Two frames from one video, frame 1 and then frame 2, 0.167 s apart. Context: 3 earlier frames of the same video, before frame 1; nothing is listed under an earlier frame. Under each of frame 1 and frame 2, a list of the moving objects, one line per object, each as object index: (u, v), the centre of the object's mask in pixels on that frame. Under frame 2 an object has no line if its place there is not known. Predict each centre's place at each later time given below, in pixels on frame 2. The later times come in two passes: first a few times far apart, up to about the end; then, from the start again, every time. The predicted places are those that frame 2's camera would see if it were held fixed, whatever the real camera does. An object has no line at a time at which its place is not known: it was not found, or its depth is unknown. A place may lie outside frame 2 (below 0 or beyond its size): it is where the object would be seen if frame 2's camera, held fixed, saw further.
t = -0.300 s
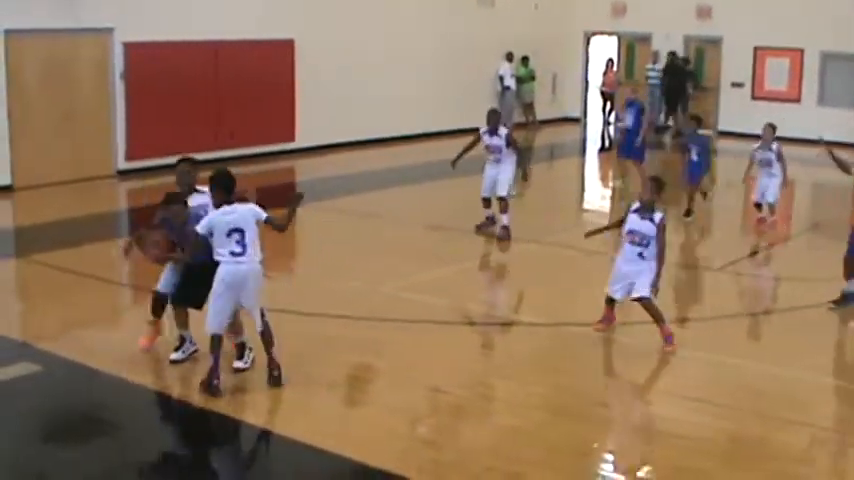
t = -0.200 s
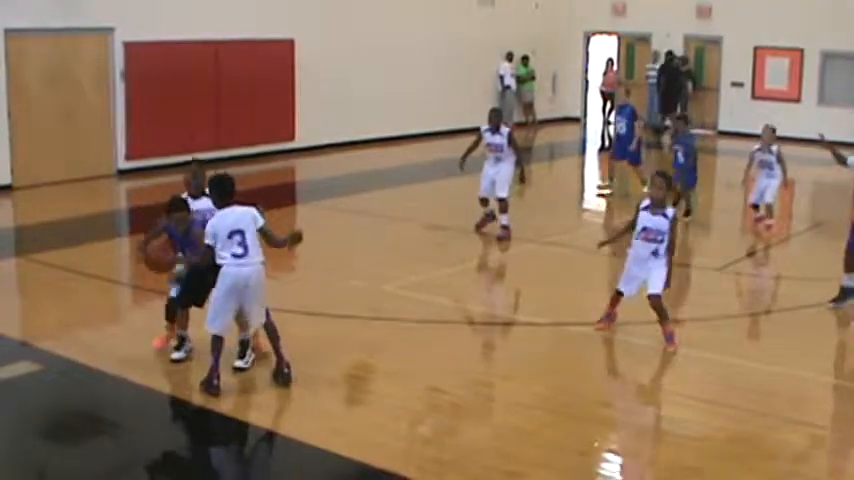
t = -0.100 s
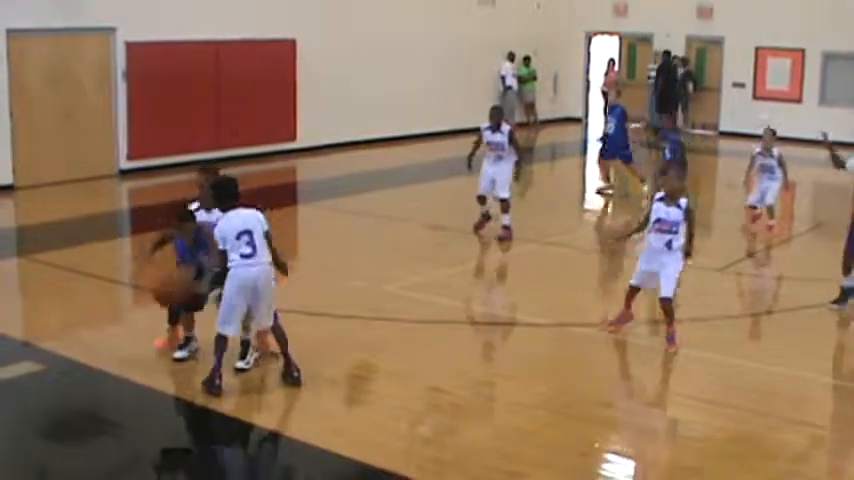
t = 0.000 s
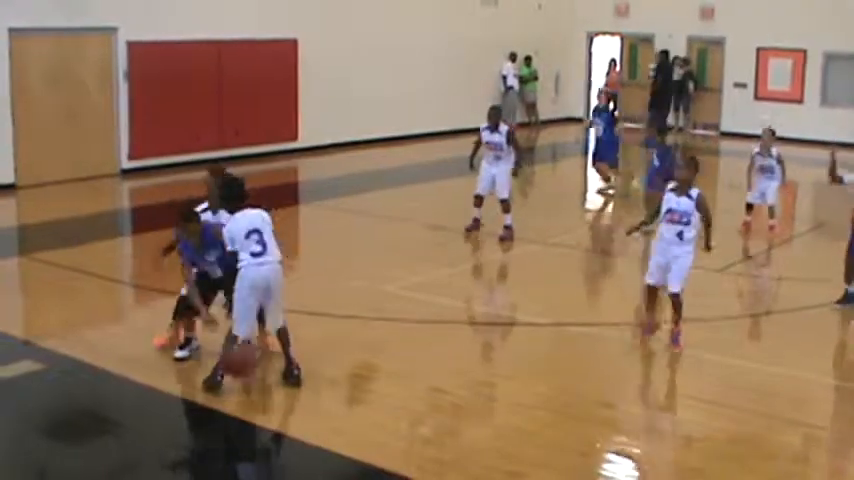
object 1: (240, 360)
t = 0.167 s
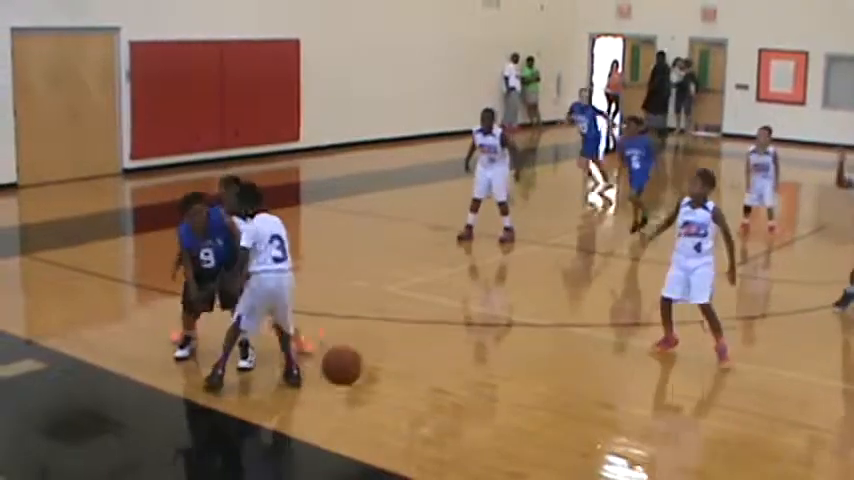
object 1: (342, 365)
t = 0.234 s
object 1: (379, 351)
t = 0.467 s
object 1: (528, 365)
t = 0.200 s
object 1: (360, 358)
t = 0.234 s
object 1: (379, 351)
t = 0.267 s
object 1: (399, 347)
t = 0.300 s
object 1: (420, 345)
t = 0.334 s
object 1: (441, 345)
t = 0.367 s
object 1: (463, 346)
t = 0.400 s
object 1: (484, 351)
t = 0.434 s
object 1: (506, 357)
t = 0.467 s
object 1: (528, 365)
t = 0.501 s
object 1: (552, 377)
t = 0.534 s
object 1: (574, 390)
